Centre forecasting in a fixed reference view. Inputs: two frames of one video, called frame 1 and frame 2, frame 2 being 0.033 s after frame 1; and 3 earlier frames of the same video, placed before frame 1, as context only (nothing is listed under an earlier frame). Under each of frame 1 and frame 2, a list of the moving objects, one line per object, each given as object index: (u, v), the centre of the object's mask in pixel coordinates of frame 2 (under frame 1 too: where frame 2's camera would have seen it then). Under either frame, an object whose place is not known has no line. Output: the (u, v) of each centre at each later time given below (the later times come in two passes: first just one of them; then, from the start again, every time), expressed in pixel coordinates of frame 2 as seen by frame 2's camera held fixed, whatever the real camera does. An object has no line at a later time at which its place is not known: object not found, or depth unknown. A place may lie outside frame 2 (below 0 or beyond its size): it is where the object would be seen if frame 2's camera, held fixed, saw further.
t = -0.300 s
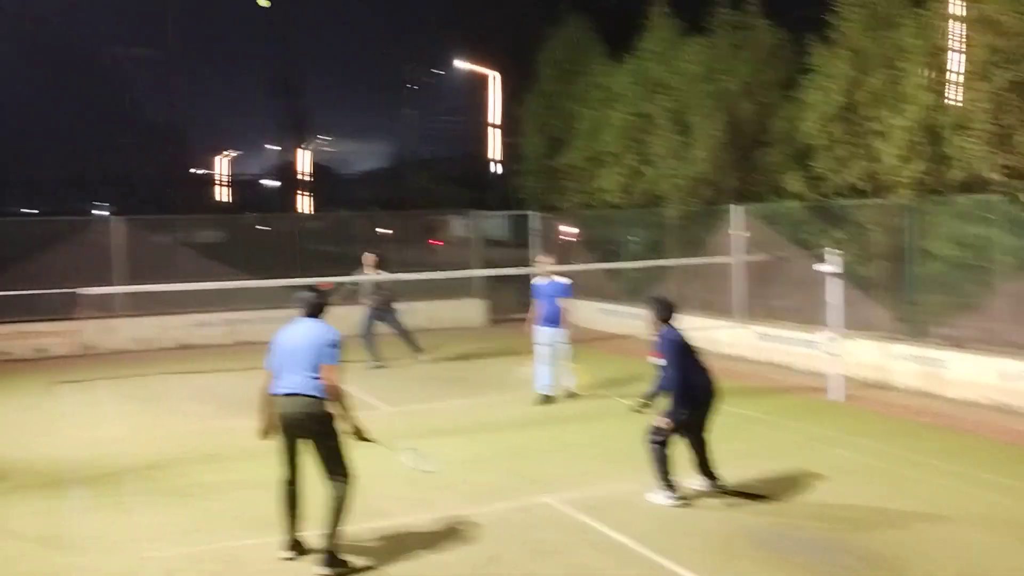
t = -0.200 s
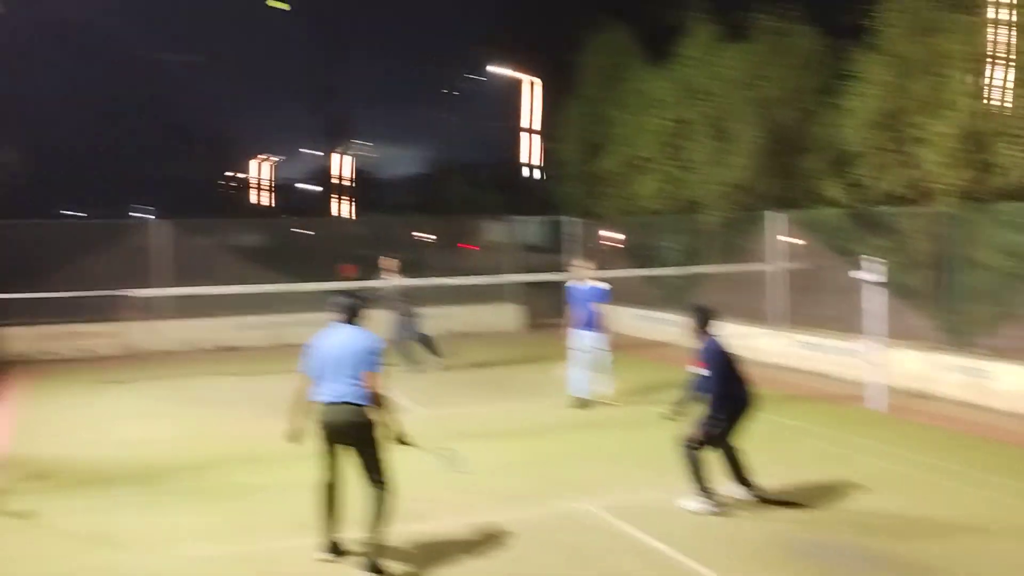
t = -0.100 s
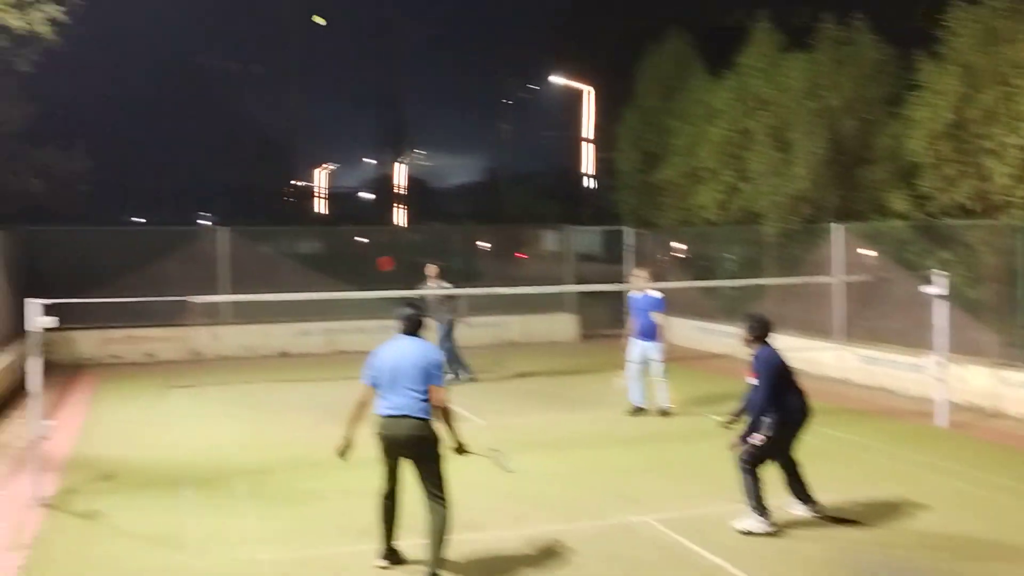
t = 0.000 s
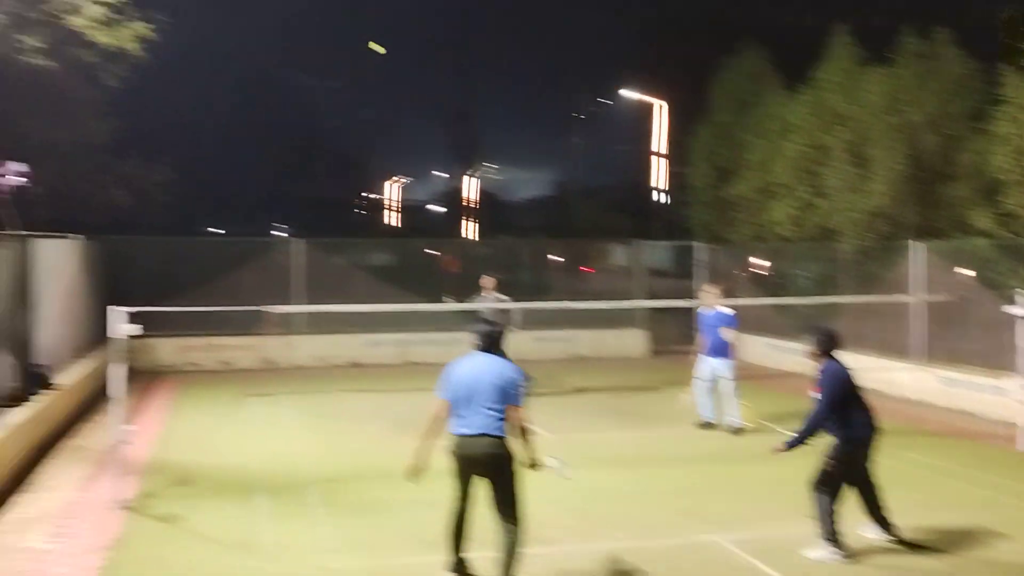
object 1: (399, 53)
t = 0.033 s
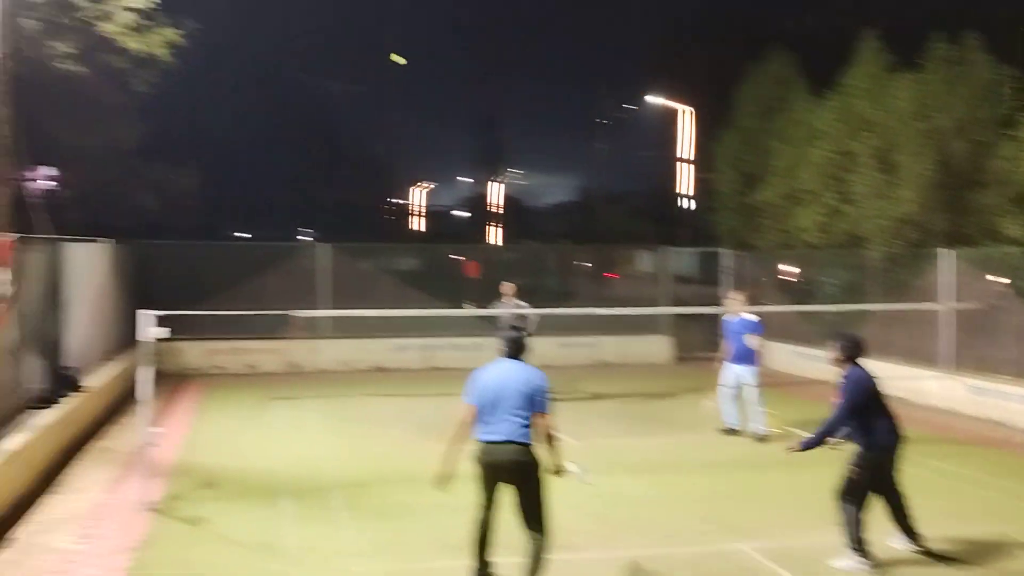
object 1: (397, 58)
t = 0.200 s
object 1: (387, 95)
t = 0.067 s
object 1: (395, 65)
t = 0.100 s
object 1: (393, 72)
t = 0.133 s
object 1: (391, 79)
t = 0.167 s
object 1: (389, 87)
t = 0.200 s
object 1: (387, 95)
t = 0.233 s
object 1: (385, 104)
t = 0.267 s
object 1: (382, 114)
